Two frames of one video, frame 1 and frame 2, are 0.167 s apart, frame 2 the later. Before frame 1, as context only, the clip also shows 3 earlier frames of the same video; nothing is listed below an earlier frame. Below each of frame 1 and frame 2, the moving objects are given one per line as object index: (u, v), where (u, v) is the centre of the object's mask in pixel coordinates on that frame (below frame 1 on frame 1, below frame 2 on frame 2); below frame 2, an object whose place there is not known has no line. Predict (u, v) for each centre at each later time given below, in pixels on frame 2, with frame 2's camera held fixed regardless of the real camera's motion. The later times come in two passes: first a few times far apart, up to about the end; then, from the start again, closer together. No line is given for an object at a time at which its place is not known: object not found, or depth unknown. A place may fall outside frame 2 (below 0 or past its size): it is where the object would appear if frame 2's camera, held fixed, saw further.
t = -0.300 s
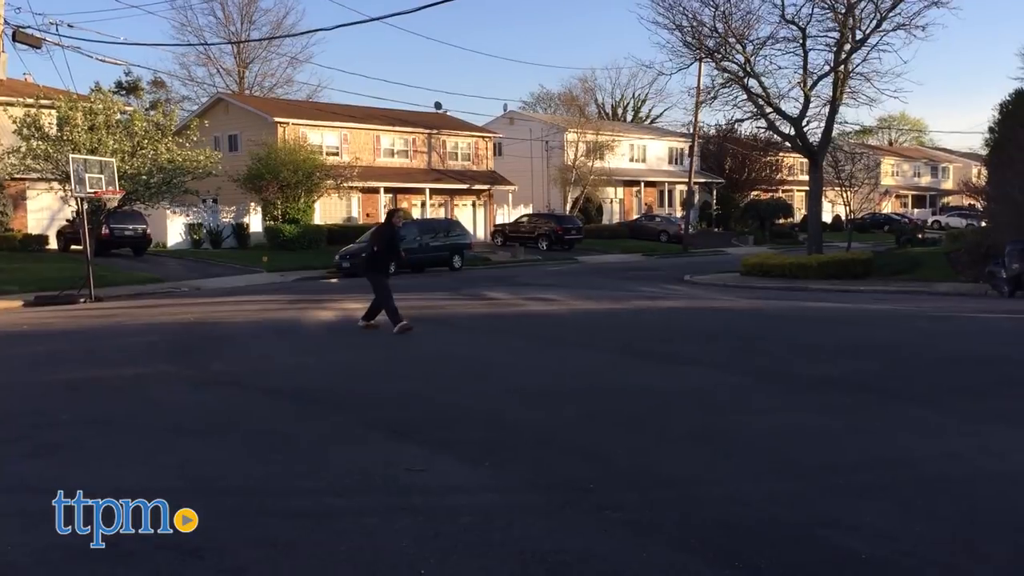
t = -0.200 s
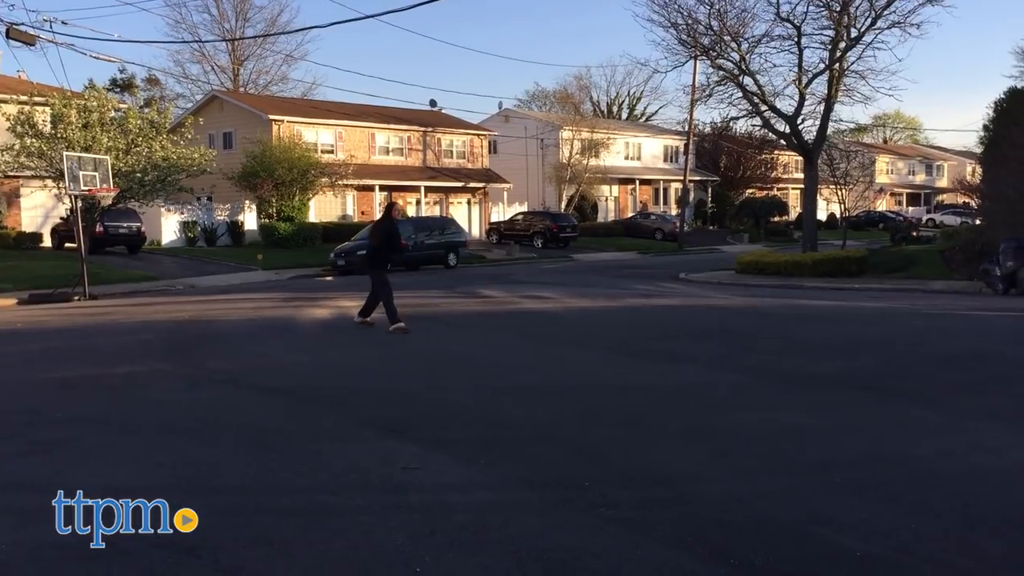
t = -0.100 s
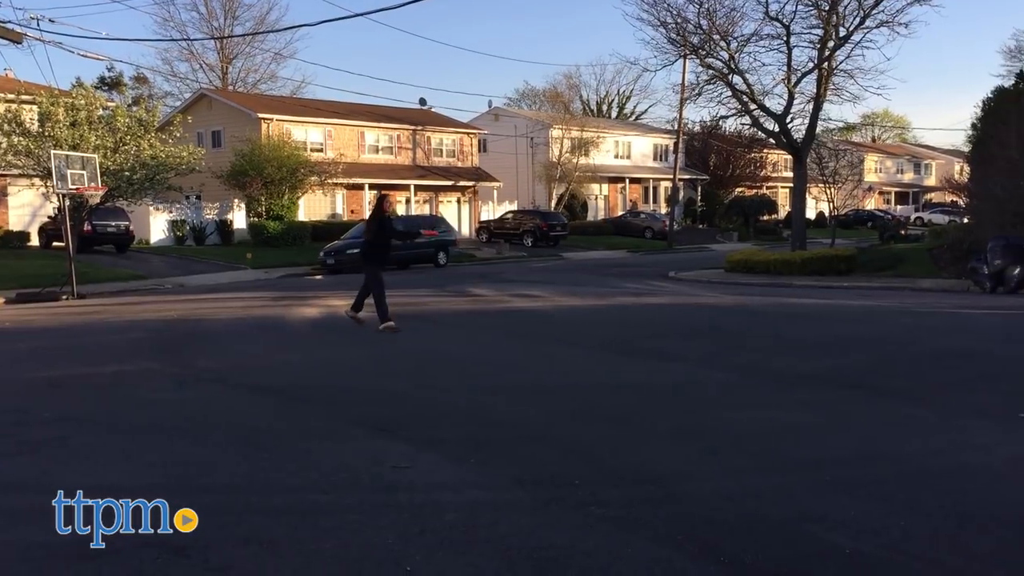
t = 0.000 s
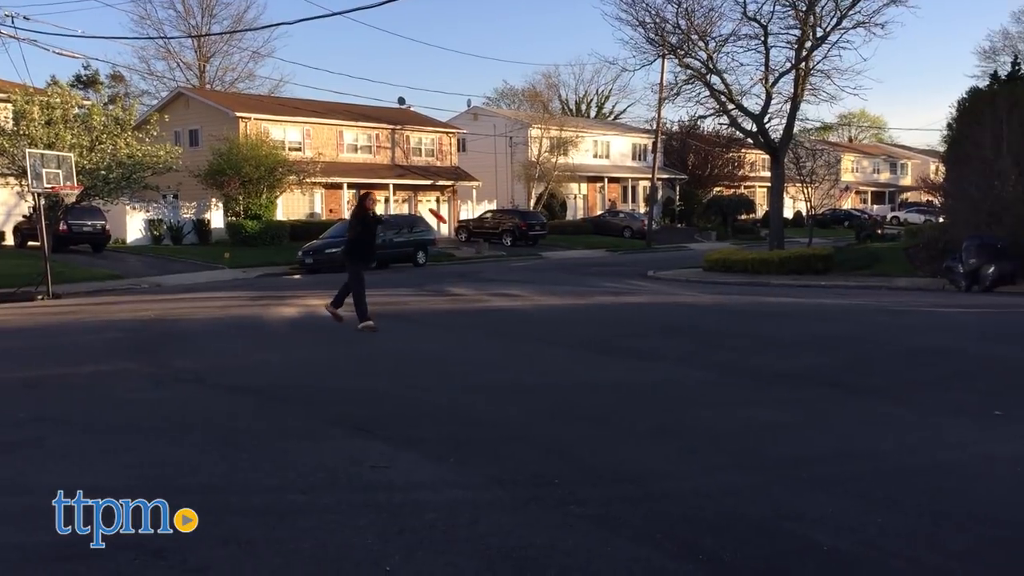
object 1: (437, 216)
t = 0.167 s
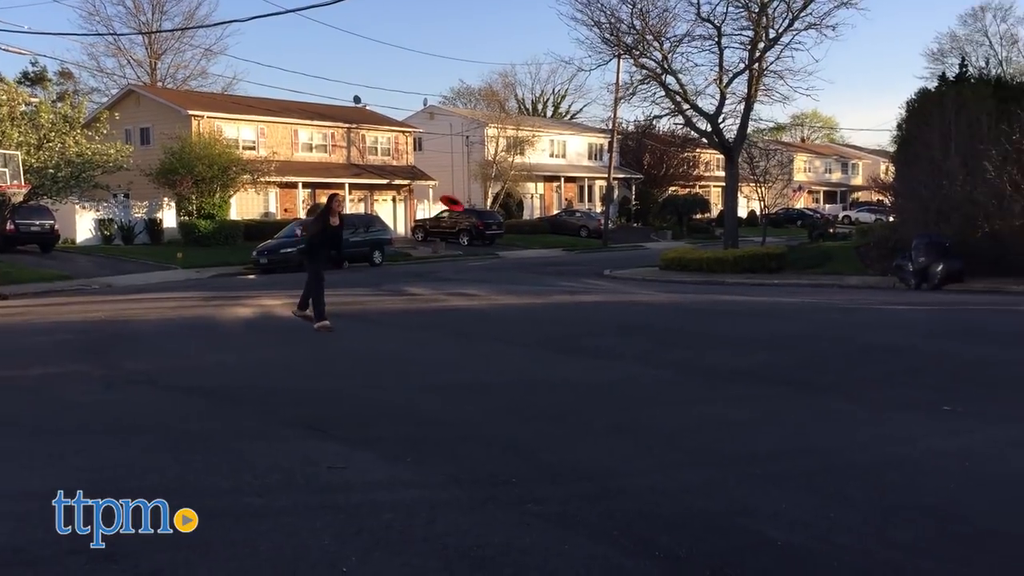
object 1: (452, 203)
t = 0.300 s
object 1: (509, 207)
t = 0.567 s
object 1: (661, 249)
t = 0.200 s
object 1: (464, 201)
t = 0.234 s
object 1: (478, 203)
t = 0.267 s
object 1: (494, 204)
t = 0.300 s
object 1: (509, 207)
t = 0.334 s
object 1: (522, 210)
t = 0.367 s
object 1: (539, 212)
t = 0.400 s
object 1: (556, 216)
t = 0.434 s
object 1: (575, 222)
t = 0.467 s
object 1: (594, 228)
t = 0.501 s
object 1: (616, 234)
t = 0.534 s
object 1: (637, 241)
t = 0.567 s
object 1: (661, 249)
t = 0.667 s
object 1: (741, 280)
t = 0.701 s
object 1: (773, 292)
